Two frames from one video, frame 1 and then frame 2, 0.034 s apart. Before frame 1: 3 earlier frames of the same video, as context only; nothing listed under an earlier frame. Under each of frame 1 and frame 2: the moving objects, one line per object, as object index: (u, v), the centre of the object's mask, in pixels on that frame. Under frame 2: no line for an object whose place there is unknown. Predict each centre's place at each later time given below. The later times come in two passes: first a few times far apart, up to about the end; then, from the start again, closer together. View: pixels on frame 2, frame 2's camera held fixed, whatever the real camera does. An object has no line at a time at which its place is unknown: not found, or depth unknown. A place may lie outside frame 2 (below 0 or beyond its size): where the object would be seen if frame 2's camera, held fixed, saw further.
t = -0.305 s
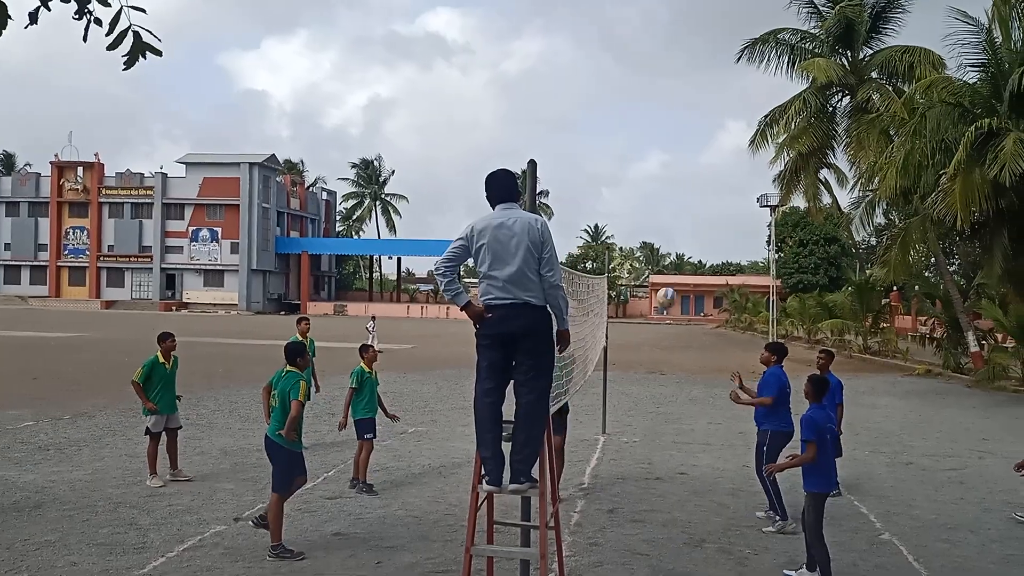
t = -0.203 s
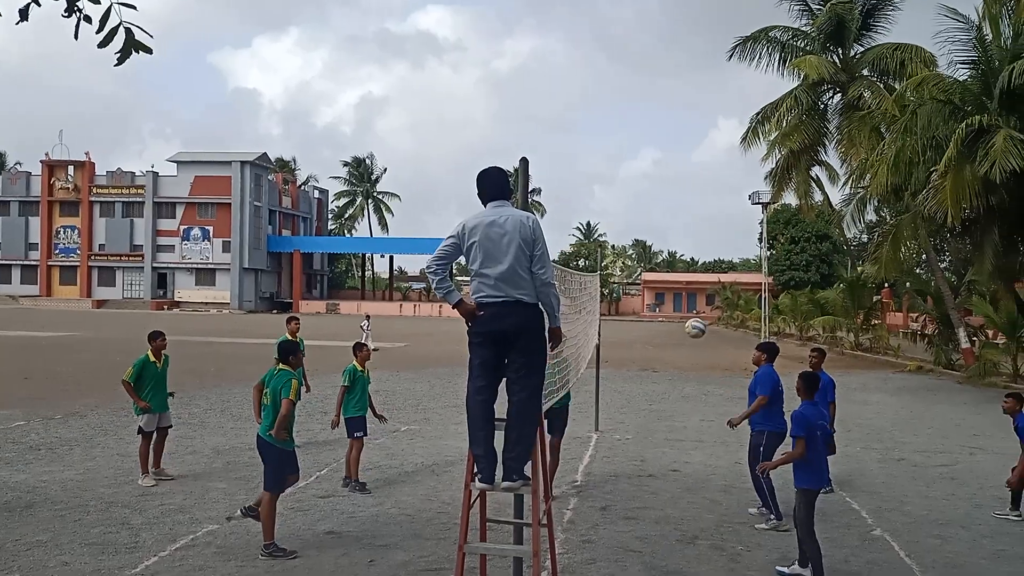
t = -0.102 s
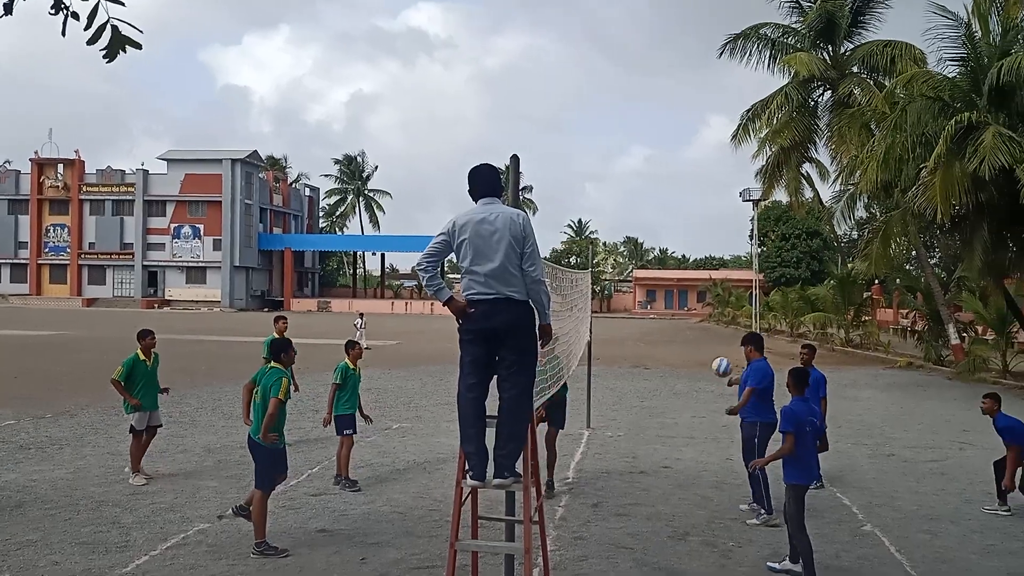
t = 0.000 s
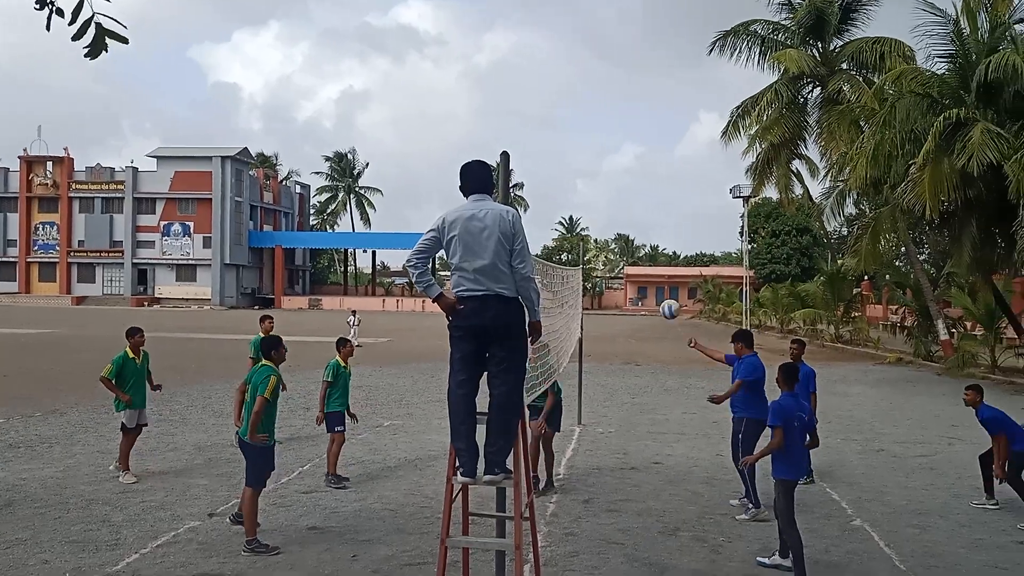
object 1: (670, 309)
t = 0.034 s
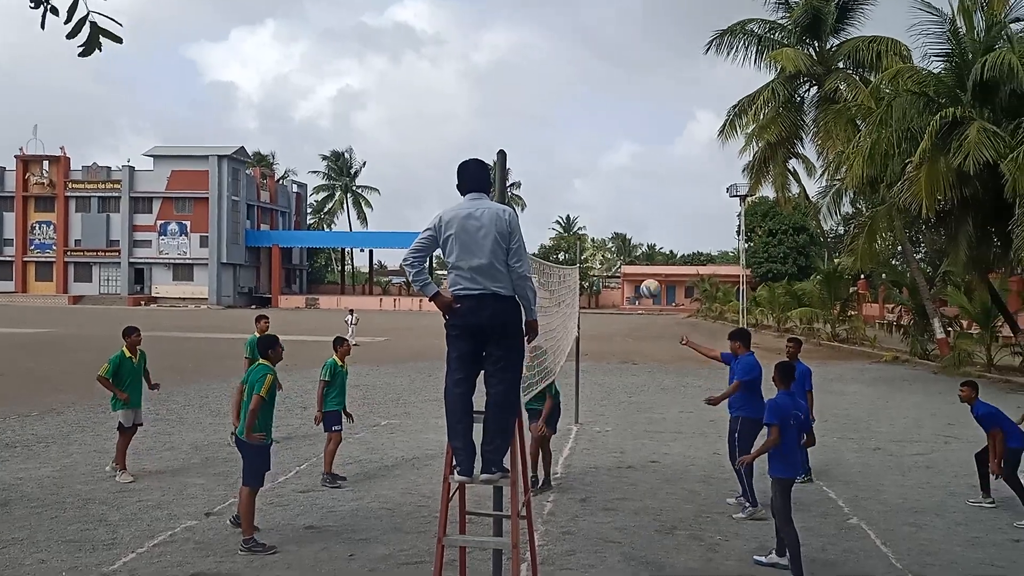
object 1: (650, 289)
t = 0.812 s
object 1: (263, 126)
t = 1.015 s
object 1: (157, 181)
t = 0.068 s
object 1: (634, 271)
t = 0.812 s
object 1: (263, 126)
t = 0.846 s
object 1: (245, 132)
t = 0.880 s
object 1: (228, 140)
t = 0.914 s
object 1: (211, 149)
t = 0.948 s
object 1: (192, 158)
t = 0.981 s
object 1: (174, 168)
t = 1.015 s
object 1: (157, 181)
